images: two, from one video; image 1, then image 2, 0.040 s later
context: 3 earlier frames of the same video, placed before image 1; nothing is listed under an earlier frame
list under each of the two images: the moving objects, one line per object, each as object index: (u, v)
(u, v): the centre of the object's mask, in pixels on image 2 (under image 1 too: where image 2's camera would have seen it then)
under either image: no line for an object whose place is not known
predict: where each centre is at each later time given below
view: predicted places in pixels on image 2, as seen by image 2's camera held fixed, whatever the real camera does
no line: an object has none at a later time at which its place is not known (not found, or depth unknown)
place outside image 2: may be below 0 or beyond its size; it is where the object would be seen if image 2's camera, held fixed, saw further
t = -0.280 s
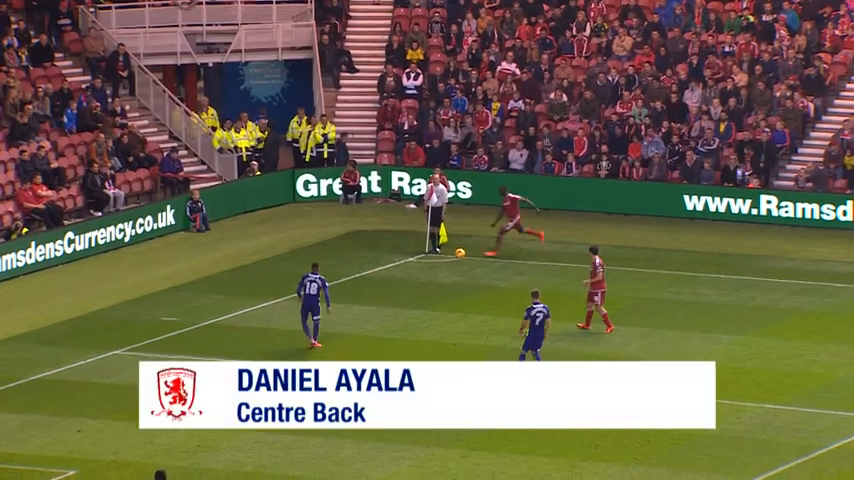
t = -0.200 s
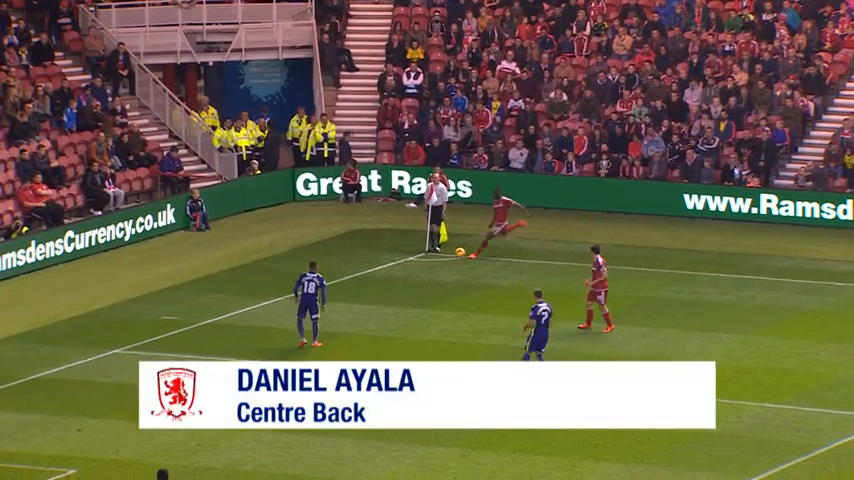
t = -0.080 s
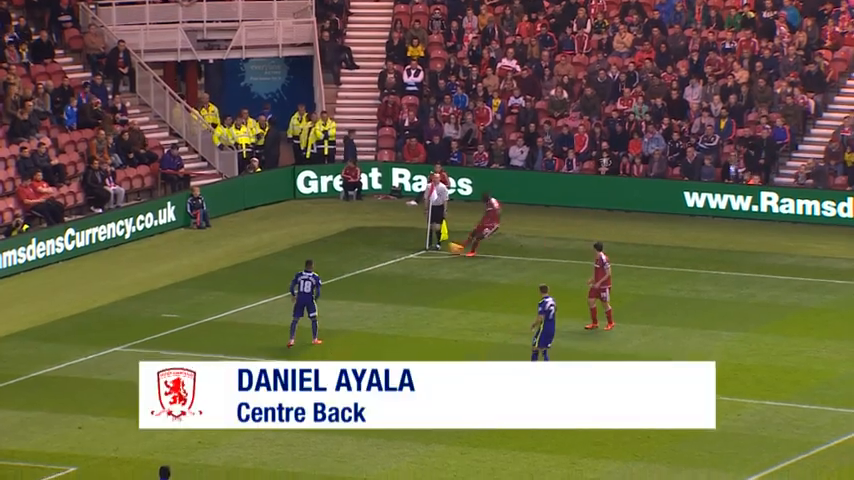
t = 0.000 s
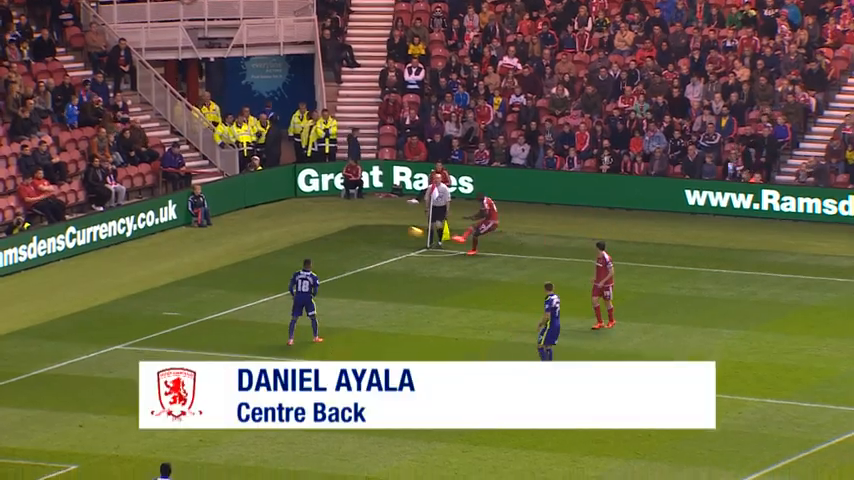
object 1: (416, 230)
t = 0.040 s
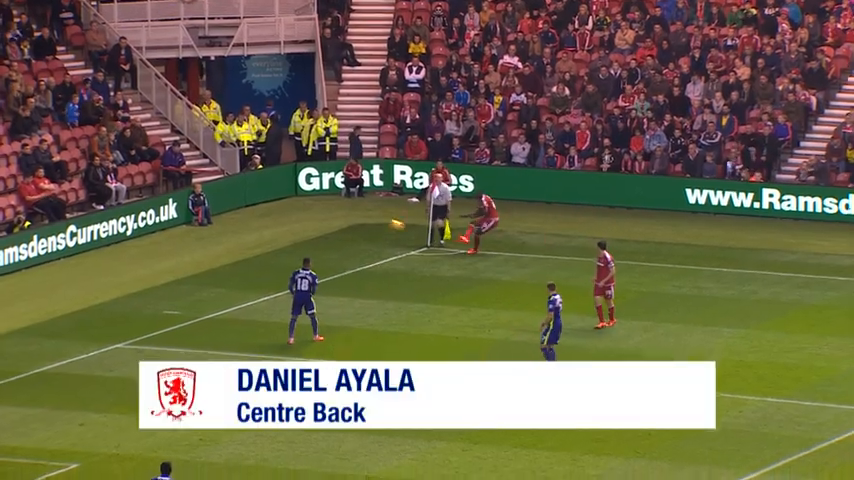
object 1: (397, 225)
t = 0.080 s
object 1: (378, 220)
